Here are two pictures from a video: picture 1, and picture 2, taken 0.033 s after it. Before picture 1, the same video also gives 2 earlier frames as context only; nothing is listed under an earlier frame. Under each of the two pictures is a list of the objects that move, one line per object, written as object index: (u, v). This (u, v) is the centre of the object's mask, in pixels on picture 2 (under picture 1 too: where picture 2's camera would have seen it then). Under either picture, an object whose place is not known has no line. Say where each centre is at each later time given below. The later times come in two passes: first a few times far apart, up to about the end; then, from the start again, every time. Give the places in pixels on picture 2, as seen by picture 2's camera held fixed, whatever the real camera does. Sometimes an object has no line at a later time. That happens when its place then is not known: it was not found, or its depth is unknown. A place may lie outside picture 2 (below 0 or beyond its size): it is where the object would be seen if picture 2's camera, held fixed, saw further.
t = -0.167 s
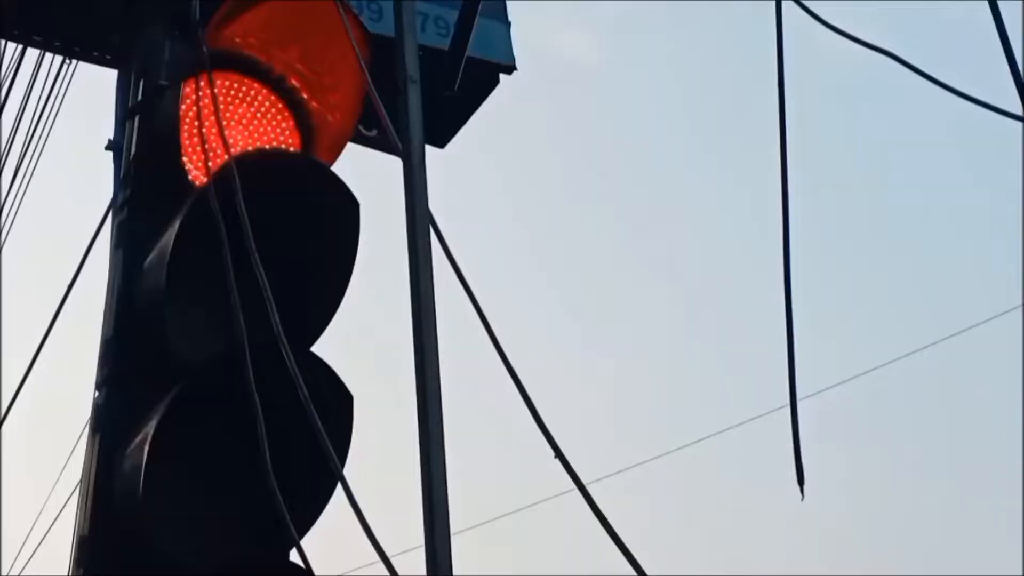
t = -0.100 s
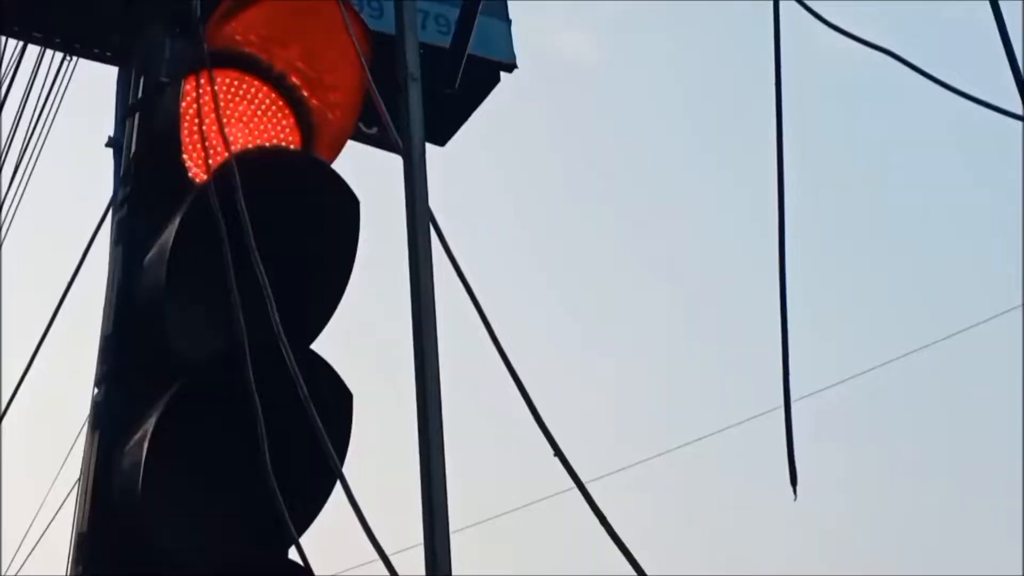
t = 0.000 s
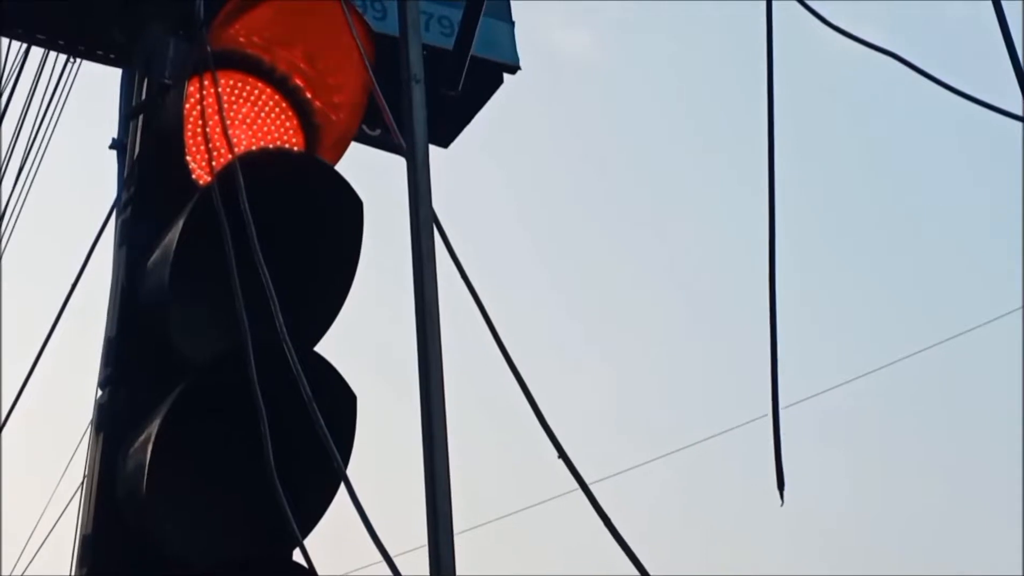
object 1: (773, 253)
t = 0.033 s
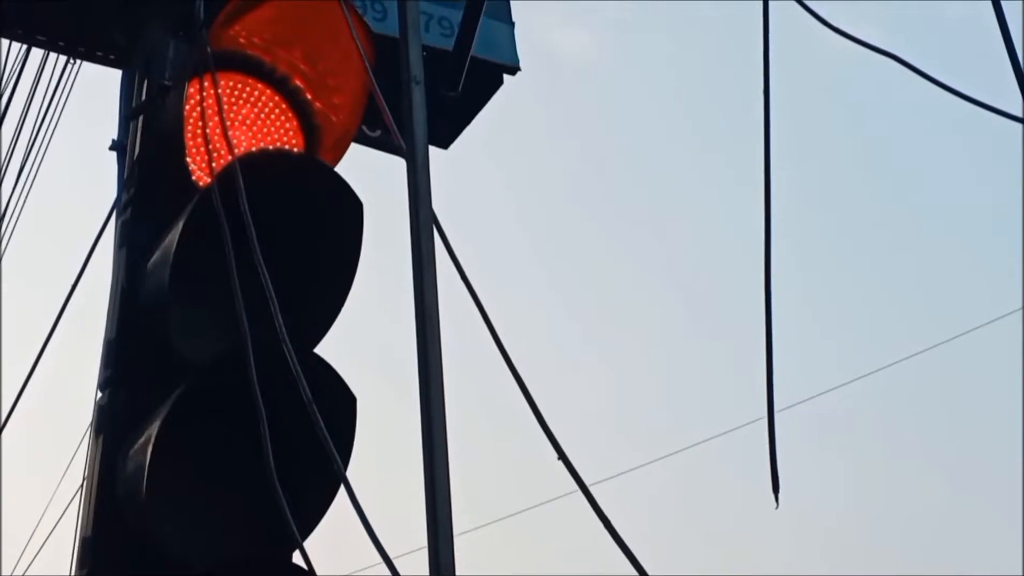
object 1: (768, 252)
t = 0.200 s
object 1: (754, 253)
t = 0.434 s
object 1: (760, 254)
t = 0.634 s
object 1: (782, 250)
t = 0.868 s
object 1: (811, 246)
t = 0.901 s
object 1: (816, 245)
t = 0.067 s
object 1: (765, 259)
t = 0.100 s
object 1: (762, 254)
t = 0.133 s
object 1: (758, 253)
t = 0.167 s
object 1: (756, 254)
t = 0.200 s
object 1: (754, 253)
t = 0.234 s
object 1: (754, 255)
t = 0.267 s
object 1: (753, 258)
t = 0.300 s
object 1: (753, 255)
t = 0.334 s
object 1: (753, 255)
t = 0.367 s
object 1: (755, 254)
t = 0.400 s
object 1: (757, 259)
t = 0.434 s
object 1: (760, 254)
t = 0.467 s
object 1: (762, 251)
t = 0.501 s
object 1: (766, 249)
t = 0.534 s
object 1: (770, 250)
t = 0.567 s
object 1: (773, 253)
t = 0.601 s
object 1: (777, 252)
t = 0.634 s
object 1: (782, 250)
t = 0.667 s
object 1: (786, 250)
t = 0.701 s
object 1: (790, 250)
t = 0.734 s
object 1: (795, 251)
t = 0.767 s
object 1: (799, 248)
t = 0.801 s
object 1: (803, 246)
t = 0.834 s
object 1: (807, 250)
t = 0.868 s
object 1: (811, 246)
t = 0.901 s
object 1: (816, 245)
